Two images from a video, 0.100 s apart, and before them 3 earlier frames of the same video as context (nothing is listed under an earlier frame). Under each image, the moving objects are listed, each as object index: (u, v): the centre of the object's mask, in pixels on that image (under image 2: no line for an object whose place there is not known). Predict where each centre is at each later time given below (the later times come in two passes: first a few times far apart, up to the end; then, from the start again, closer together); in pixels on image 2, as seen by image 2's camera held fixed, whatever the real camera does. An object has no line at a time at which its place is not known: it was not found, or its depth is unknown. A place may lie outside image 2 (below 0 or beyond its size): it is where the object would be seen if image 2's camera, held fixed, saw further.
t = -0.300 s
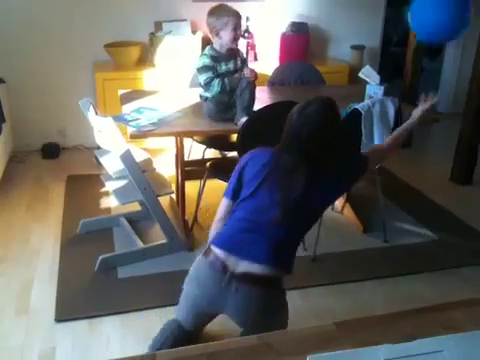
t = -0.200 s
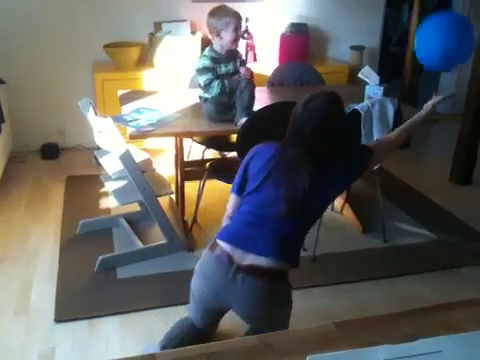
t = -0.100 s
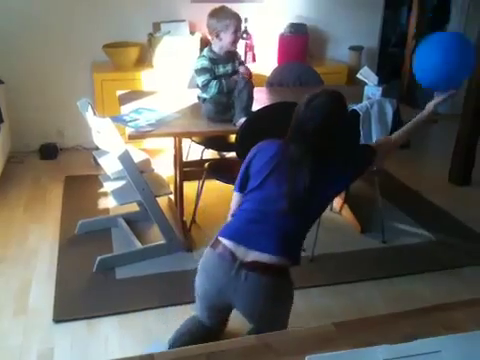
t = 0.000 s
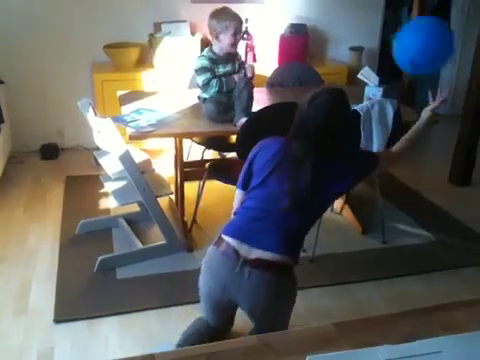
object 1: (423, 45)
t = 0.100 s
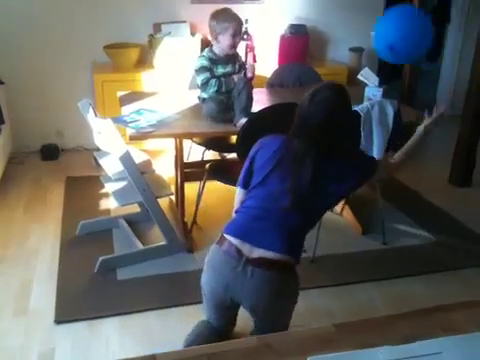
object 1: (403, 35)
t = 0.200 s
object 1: (382, 27)
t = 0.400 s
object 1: (343, 26)
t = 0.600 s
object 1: (308, 39)
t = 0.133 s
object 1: (396, 31)
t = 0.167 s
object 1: (389, 28)
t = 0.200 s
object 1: (382, 27)
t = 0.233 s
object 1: (376, 26)
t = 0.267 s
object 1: (369, 25)
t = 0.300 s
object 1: (362, 24)
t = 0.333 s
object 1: (356, 24)
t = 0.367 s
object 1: (349, 25)
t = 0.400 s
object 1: (343, 26)
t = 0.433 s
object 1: (336, 27)
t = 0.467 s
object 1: (330, 28)
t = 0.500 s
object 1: (324, 30)
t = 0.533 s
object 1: (319, 33)
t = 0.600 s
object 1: (308, 39)
